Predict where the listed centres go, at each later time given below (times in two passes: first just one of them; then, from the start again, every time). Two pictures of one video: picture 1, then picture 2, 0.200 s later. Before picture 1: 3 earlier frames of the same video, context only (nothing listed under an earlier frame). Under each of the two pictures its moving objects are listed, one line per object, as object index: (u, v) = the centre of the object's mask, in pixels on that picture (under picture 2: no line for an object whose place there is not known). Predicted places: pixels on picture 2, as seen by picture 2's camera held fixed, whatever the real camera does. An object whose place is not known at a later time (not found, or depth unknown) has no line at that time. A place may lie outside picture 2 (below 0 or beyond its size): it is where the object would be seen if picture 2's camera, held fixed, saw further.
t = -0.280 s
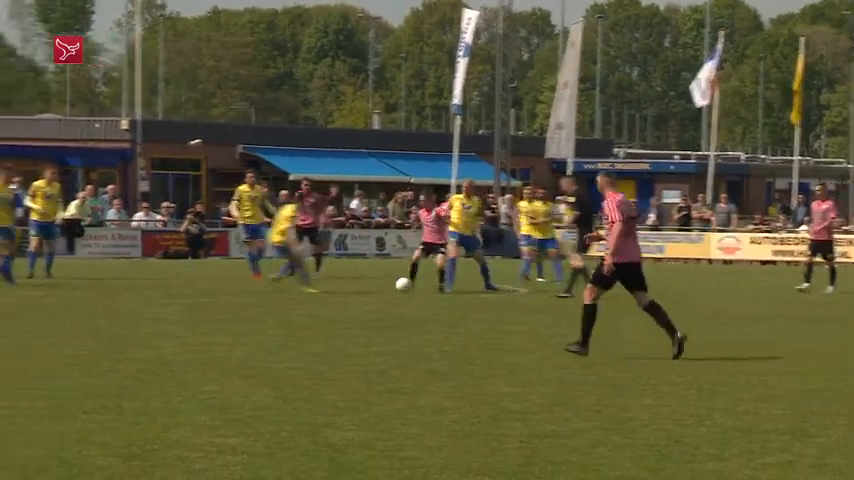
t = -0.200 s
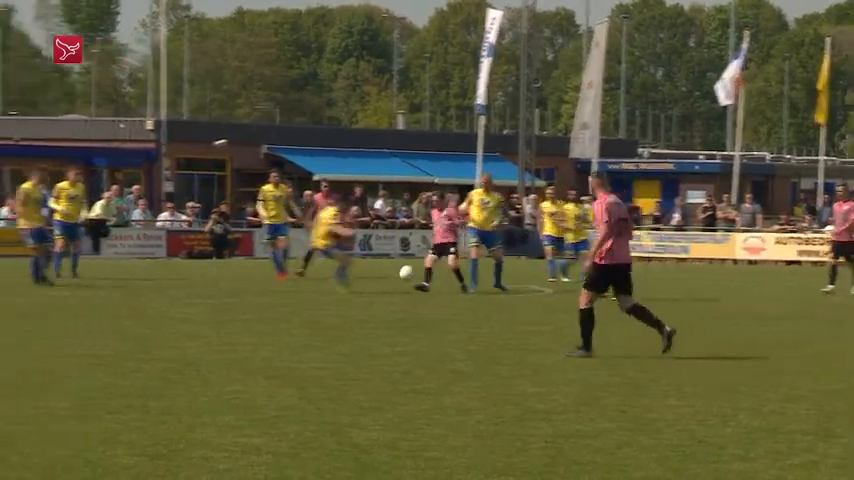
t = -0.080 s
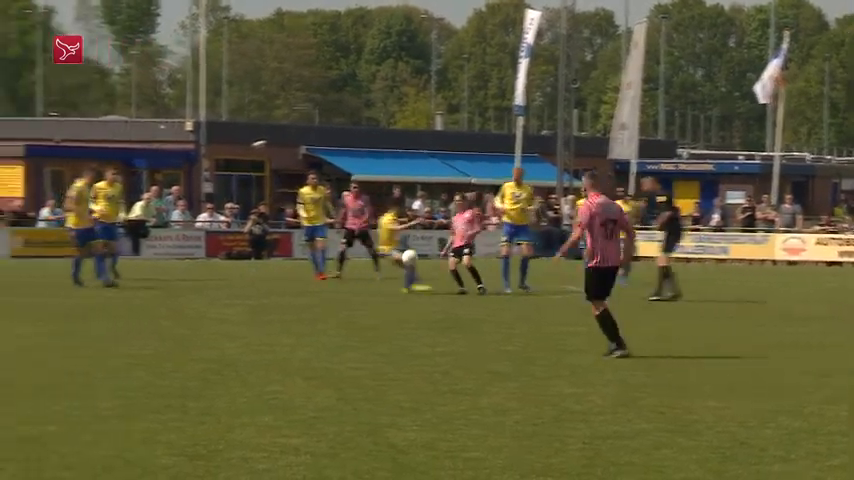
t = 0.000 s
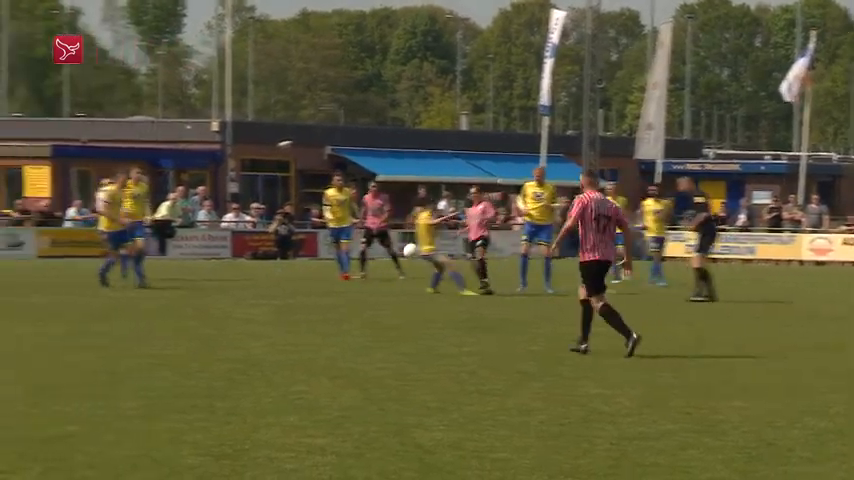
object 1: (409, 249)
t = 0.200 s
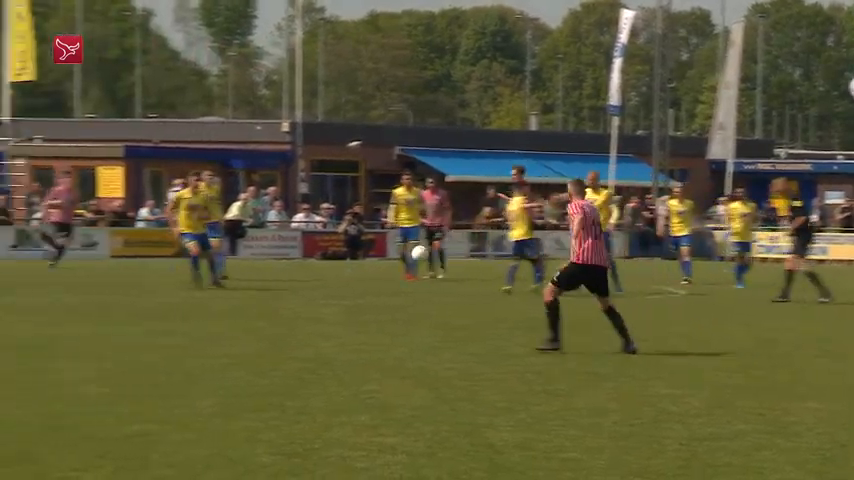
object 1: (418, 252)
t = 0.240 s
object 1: (408, 257)
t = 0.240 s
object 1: (408, 257)
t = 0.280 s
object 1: (396, 261)
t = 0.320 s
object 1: (383, 267)
